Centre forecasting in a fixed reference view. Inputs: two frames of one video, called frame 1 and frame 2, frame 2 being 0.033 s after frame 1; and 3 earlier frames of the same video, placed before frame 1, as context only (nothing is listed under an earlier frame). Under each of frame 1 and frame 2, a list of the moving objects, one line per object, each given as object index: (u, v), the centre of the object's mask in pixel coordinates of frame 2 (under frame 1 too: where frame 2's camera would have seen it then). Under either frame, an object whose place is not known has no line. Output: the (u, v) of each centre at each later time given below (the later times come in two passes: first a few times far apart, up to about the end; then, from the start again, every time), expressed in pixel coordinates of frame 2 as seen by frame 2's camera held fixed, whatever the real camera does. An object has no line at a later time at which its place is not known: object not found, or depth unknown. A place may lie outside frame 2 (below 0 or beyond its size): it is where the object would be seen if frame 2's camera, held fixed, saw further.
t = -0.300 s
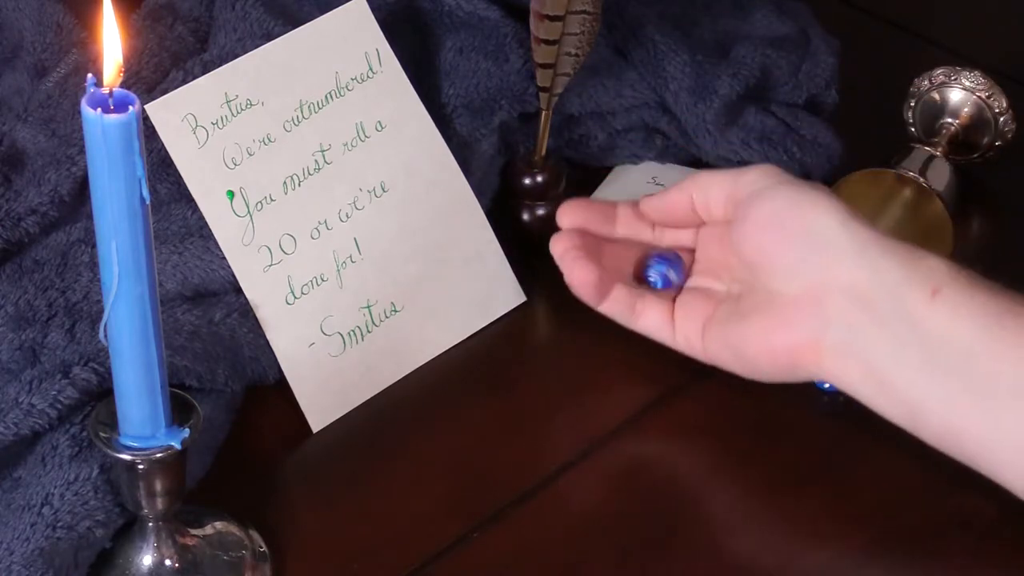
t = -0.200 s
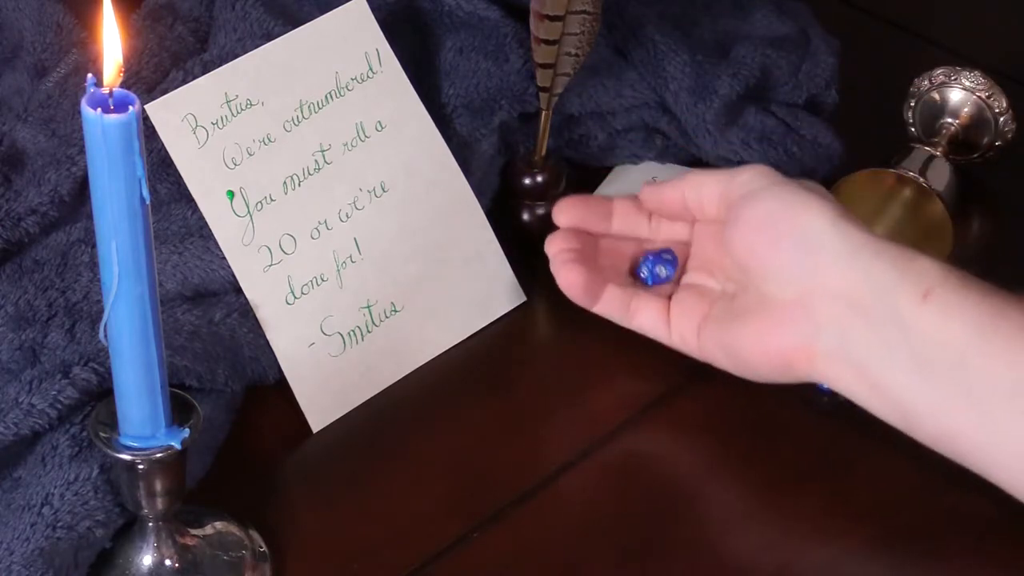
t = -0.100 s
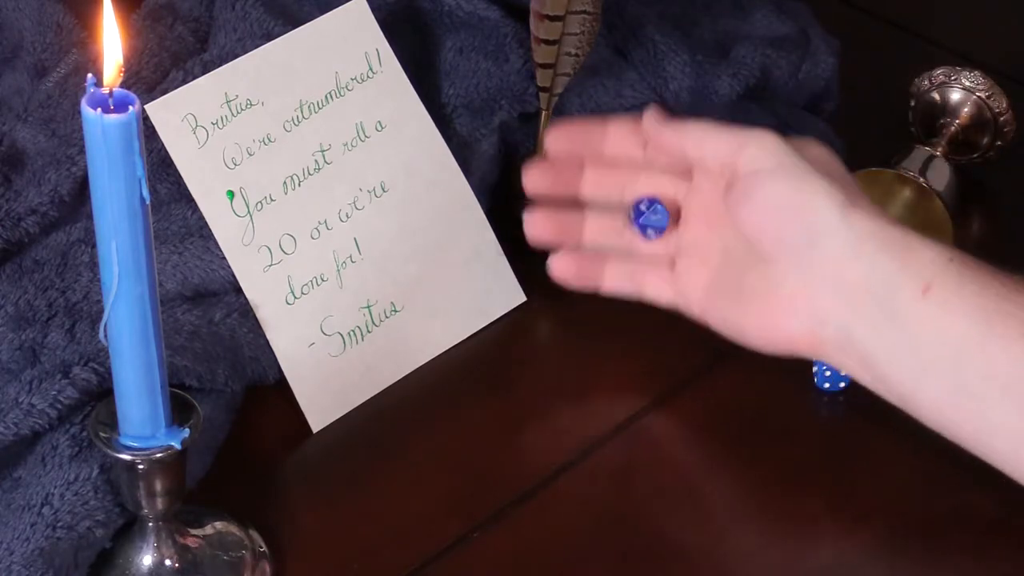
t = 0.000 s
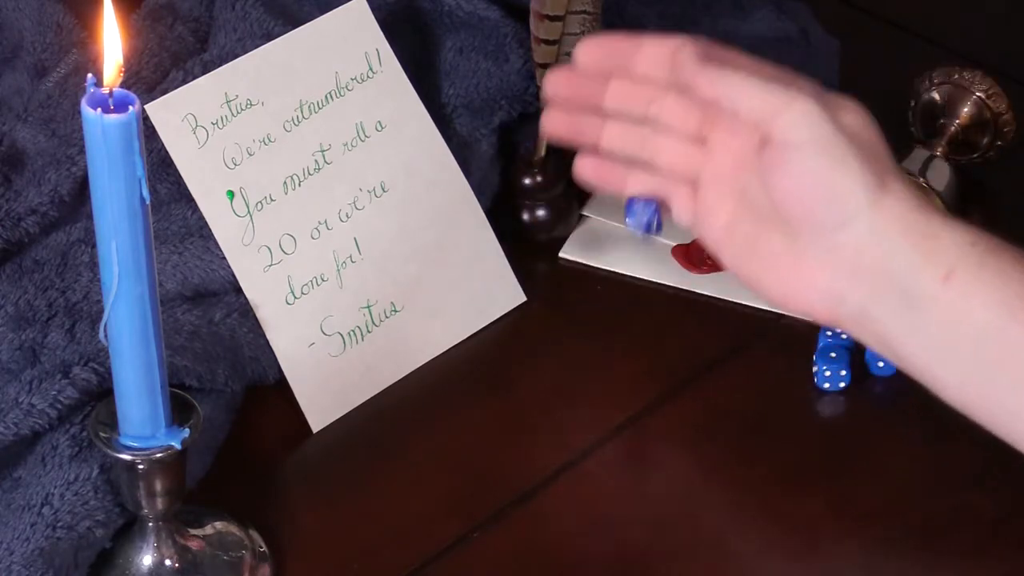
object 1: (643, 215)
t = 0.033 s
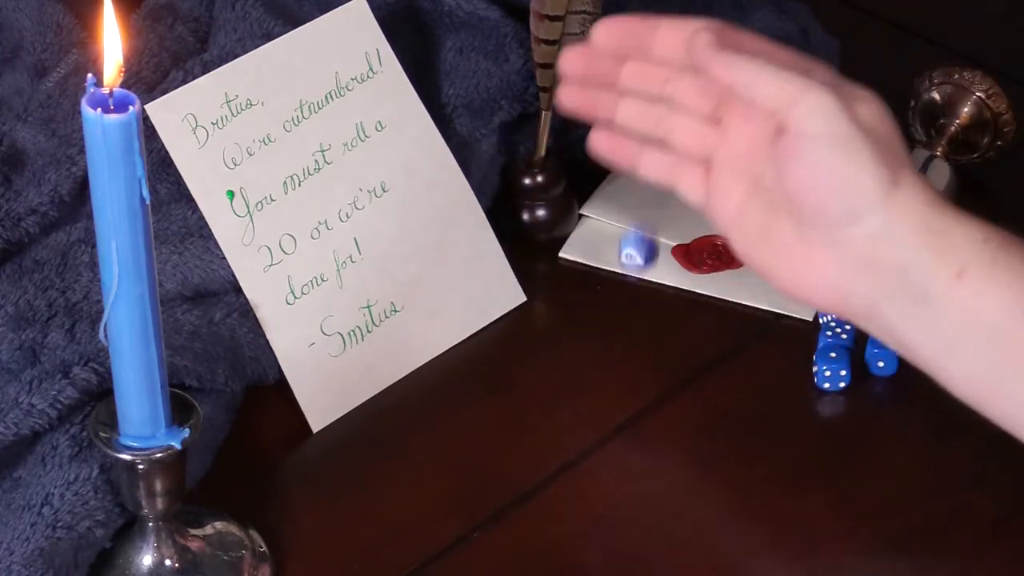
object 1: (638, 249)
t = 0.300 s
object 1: (507, 321)
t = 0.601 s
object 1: (485, 372)
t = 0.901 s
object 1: (510, 400)
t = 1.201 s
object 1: (510, 400)
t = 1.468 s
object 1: (510, 400)
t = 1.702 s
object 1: (510, 400)
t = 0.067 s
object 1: (632, 307)
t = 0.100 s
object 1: (621, 330)
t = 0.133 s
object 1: (604, 312)
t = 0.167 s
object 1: (586, 314)
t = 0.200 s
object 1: (566, 333)
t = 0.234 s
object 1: (546, 340)
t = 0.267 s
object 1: (525, 336)
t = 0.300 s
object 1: (507, 321)
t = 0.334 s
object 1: (485, 322)
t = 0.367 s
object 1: (467, 317)
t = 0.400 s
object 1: (457, 313)
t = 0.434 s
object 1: (454, 324)
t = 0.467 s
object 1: (458, 339)
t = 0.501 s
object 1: (467, 348)
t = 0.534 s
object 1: (474, 357)
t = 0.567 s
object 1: (481, 362)
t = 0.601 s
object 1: (485, 372)
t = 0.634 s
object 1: (492, 377)
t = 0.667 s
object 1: (499, 384)
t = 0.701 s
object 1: (503, 389)
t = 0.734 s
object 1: (507, 395)
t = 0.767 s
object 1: (507, 398)
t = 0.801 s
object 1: (509, 400)
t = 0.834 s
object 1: (511, 400)
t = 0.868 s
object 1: (510, 400)
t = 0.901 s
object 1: (510, 400)
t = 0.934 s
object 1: (510, 400)
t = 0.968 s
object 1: (510, 400)
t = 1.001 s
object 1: (510, 400)
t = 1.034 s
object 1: (510, 400)
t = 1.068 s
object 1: (510, 400)
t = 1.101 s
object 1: (510, 400)
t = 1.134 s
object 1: (510, 400)
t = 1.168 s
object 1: (510, 400)
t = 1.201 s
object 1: (510, 400)
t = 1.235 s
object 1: (510, 400)
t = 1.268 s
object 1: (510, 400)
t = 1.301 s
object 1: (510, 400)
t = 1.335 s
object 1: (510, 400)
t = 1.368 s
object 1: (510, 400)
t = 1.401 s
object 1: (510, 400)
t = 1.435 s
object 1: (510, 400)
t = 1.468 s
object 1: (510, 400)
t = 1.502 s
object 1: (510, 400)
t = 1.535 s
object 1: (510, 400)
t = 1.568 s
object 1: (510, 400)
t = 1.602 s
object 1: (510, 400)
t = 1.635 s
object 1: (510, 400)
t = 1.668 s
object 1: (510, 400)
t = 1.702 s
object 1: (510, 400)
